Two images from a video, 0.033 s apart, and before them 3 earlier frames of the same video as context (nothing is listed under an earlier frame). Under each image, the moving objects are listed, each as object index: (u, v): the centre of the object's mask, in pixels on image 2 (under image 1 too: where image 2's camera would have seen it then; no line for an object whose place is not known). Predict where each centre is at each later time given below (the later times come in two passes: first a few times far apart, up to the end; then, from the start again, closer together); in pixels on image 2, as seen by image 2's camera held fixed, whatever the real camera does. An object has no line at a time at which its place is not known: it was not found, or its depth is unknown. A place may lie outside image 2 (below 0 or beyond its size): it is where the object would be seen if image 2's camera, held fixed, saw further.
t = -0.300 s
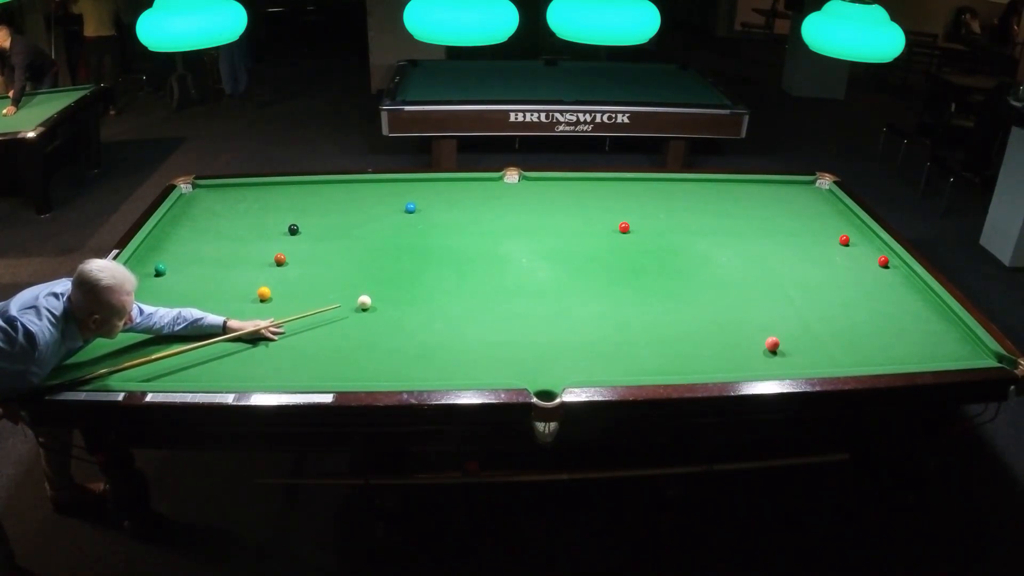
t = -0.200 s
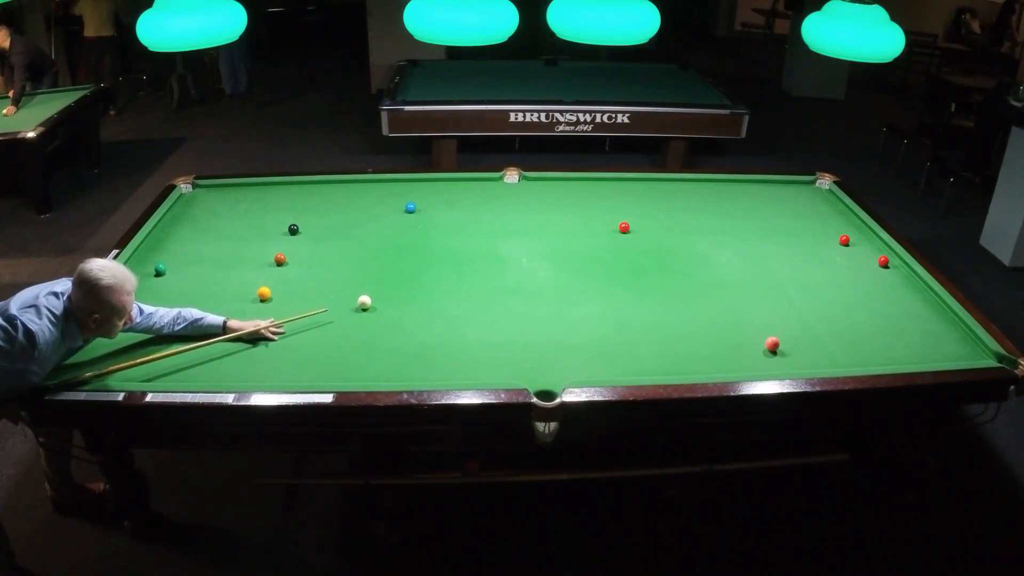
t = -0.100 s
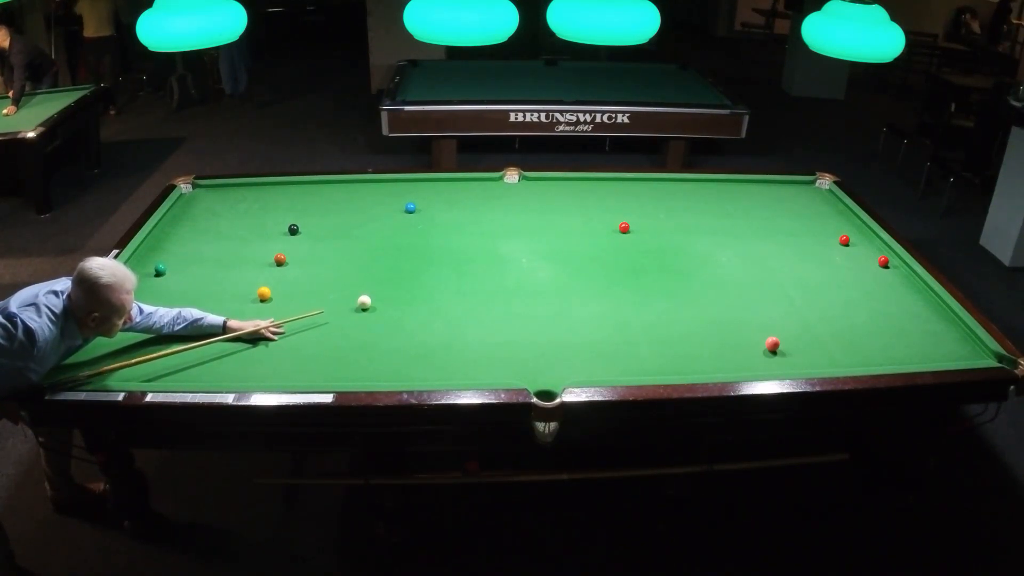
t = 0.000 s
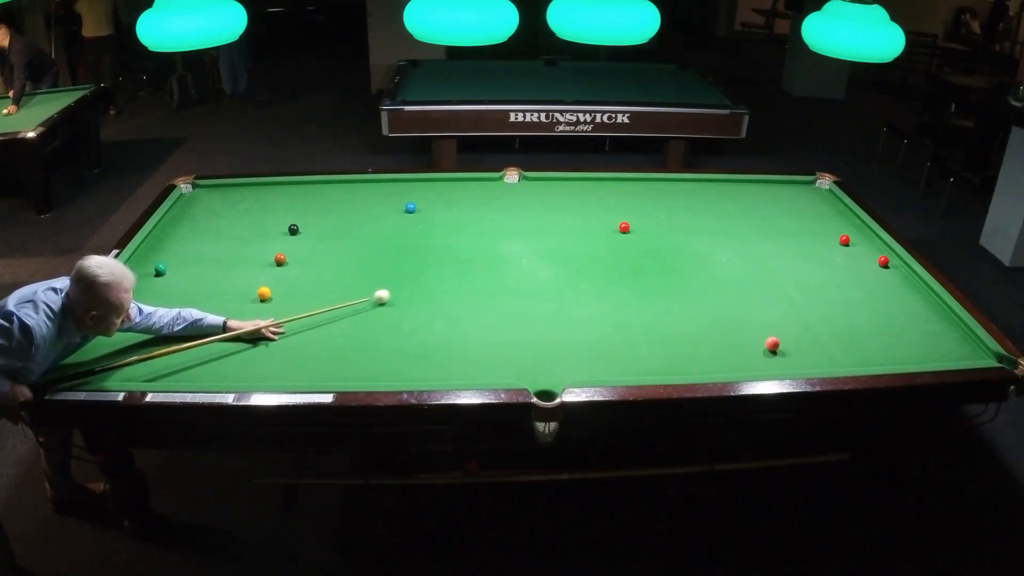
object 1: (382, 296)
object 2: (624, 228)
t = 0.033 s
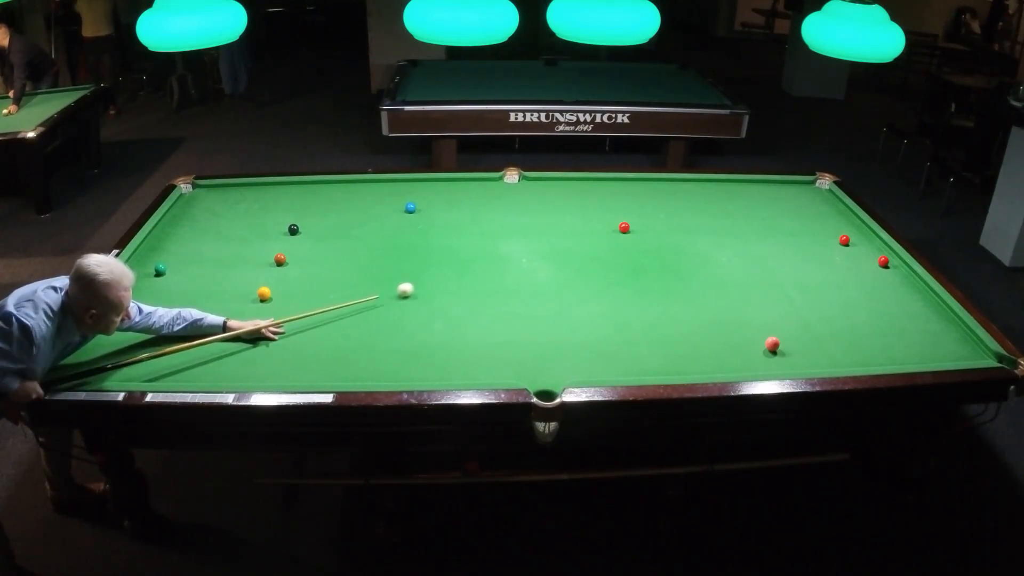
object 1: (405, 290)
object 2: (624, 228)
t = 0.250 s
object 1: (532, 253)
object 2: (624, 228)
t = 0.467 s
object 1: (613, 227)
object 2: (644, 224)
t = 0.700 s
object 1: (626, 215)
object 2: (719, 210)
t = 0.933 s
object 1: (644, 204)
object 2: (777, 199)
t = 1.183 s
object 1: (660, 192)
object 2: (825, 190)
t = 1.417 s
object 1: (674, 183)
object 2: (772, 182)
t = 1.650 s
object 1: (689, 184)
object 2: (736, 184)
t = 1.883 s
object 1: (705, 191)
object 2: (700, 186)
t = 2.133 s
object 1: (721, 200)
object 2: (663, 188)
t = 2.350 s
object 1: (735, 207)
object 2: (630, 190)
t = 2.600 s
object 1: (750, 216)
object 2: (592, 191)
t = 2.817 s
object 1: (763, 224)
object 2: (559, 193)
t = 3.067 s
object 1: (778, 232)
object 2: (522, 194)
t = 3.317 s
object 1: (792, 241)
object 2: (485, 196)
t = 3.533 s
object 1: (805, 248)
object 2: (455, 197)
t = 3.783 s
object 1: (818, 255)
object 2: (421, 198)
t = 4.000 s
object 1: (829, 262)
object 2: (392, 200)
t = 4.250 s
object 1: (841, 269)
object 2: (361, 201)
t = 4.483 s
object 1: (852, 275)
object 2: (334, 202)
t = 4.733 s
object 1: (862, 281)
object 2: (306, 204)
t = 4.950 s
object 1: (871, 286)
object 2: (283, 205)
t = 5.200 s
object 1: (880, 292)
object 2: (258, 206)
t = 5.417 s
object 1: (887, 296)
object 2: (237, 207)
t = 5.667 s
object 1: (895, 300)
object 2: (215, 209)
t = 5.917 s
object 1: (901, 303)
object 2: (194, 210)
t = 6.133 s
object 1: (905, 305)
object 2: (178, 211)
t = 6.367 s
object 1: (909, 307)
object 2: (175, 211)
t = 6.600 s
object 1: (912, 308)
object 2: (187, 211)
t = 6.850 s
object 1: (914, 310)
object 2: (199, 211)
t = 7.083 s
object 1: (915, 310)
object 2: (208, 211)
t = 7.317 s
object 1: (916, 310)
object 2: (217, 211)
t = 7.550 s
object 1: (916, 310)
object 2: (225, 211)
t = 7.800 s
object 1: (916, 310)
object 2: (232, 211)
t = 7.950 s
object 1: (916, 310)
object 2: (236, 211)
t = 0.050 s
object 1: (416, 287)
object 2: (624, 228)
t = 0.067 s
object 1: (427, 284)
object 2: (624, 228)
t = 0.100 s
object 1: (448, 277)
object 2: (624, 228)
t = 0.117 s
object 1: (458, 274)
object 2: (624, 228)
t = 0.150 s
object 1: (477, 269)
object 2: (624, 228)
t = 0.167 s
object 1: (487, 266)
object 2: (624, 228)
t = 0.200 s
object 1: (505, 260)
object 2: (624, 228)
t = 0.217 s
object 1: (514, 258)
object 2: (624, 228)
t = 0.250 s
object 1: (532, 253)
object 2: (624, 228)
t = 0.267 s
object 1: (540, 250)
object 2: (624, 228)
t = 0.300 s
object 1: (557, 245)
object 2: (624, 228)
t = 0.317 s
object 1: (566, 243)
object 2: (624, 228)
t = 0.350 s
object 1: (582, 238)
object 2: (624, 228)
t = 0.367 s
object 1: (590, 236)
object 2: (624, 228)
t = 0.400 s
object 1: (605, 232)
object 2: (624, 227)
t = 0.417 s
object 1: (612, 229)
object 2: (624, 227)
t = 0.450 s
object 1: (613, 228)
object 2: (637, 225)
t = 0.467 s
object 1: (613, 227)
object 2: (644, 224)
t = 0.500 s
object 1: (613, 226)
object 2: (657, 221)
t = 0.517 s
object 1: (614, 225)
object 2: (664, 220)
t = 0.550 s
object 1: (615, 224)
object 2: (675, 218)
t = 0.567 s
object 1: (616, 223)
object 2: (681, 217)
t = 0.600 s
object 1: (618, 221)
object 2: (692, 215)
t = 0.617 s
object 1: (619, 220)
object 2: (697, 214)
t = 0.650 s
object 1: (622, 218)
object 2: (706, 212)
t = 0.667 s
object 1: (624, 217)
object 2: (711, 211)
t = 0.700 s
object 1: (626, 215)
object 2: (719, 210)
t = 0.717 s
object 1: (627, 214)
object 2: (724, 209)
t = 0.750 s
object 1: (630, 213)
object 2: (732, 207)
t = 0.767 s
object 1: (631, 212)
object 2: (737, 206)
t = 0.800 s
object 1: (634, 210)
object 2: (745, 205)
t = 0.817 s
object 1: (635, 209)
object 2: (749, 204)
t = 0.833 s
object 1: (637, 208)
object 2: (753, 204)
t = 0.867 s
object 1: (639, 207)
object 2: (761, 202)
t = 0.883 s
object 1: (640, 206)
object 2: (765, 201)
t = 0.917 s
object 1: (642, 204)
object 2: (773, 200)
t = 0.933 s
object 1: (644, 204)
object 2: (777, 199)
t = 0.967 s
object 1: (646, 202)
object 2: (784, 198)
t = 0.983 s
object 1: (647, 201)
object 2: (788, 197)
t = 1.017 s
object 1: (650, 200)
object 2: (796, 196)
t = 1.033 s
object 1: (651, 199)
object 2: (799, 195)
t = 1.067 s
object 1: (653, 197)
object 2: (806, 194)
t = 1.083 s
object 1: (654, 196)
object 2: (810, 193)
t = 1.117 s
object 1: (656, 195)
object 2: (816, 192)
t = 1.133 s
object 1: (657, 194)
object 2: (820, 192)
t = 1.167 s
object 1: (659, 193)
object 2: (826, 190)
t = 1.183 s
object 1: (660, 192)
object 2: (825, 190)
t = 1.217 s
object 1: (662, 191)
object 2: (817, 188)
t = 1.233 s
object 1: (664, 190)
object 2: (813, 188)
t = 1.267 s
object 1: (665, 189)
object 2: (806, 187)
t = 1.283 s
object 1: (666, 188)
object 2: (802, 186)
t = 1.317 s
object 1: (668, 186)
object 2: (795, 185)
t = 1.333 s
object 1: (669, 186)
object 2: (791, 185)
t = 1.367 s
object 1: (671, 185)
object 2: (784, 184)
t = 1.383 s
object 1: (672, 184)
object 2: (780, 183)
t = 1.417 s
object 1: (674, 183)
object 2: (772, 182)
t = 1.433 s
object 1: (675, 182)
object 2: (769, 182)
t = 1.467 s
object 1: (677, 181)
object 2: (764, 182)
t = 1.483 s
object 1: (678, 180)
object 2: (761, 182)
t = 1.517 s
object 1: (680, 180)
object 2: (756, 182)
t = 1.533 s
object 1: (681, 181)
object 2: (754, 183)
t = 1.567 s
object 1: (683, 182)
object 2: (749, 183)
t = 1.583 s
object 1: (684, 182)
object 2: (746, 183)
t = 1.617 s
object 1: (687, 183)
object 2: (741, 184)
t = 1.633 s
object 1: (688, 184)
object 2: (739, 184)
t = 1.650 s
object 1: (689, 184)
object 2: (736, 184)
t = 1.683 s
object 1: (691, 185)
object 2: (731, 184)
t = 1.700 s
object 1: (693, 185)
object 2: (729, 185)
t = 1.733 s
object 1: (695, 186)
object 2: (723, 185)
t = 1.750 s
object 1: (696, 187)
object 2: (721, 185)
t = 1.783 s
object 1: (698, 188)
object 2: (716, 186)
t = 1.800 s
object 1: (699, 188)
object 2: (714, 186)
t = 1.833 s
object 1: (701, 189)
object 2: (710, 186)
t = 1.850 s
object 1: (702, 190)
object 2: (708, 185)
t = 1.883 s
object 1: (705, 191)
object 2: (700, 186)
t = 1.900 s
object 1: (706, 192)
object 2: (698, 187)
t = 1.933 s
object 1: (708, 193)
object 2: (693, 187)
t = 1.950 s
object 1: (709, 193)
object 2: (691, 187)
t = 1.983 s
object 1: (711, 195)
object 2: (686, 187)
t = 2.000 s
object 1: (712, 195)
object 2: (683, 188)
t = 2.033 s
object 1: (715, 196)
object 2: (679, 188)
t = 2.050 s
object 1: (716, 197)
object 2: (676, 188)
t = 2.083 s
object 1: (718, 198)
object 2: (671, 188)
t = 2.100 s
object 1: (719, 199)
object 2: (668, 188)
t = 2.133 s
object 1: (721, 200)
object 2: (663, 188)
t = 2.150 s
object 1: (722, 201)
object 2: (660, 188)
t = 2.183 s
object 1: (724, 202)
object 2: (655, 189)
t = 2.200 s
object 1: (725, 202)
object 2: (653, 189)
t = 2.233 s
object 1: (728, 203)
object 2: (648, 189)
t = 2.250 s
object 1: (729, 204)
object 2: (645, 189)
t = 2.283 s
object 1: (731, 205)
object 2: (640, 189)
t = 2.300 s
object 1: (732, 206)
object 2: (638, 189)
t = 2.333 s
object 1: (734, 207)
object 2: (632, 190)
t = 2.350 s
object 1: (735, 207)
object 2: (630, 190)
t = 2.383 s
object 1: (737, 209)
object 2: (625, 190)
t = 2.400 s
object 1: (738, 209)
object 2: (623, 190)
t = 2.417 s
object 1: (739, 210)
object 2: (620, 190)
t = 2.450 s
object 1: (741, 211)
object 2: (615, 190)
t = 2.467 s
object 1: (742, 212)
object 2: (612, 190)
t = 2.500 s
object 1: (744, 213)
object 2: (607, 191)
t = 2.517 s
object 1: (745, 213)
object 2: (604, 191)
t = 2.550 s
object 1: (747, 214)
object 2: (600, 191)
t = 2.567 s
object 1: (748, 215)
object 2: (597, 191)
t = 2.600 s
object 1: (750, 216)
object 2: (592, 191)
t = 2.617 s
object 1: (752, 217)
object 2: (589, 191)
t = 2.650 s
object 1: (753, 218)
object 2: (584, 191)
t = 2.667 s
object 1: (754, 219)
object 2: (582, 192)
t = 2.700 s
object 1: (756, 220)
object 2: (577, 192)
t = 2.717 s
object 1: (757, 220)
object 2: (574, 192)
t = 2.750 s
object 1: (759, 221)
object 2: (569, 192)
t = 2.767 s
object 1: (760, 222)
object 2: (567, 192)
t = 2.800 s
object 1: (762, 223)
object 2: (562, 192)
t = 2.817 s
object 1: (763, 224)
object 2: (559, 193)
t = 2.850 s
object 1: (765, 225)
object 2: (554, 193)
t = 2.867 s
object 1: (766, 226)
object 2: (552, 193)
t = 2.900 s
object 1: (769, 227)
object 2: (547, 193)
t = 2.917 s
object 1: (769, 228)
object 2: (544, 193)
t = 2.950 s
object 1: (771, 229)
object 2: (539, 193)
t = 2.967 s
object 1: (772, 229)
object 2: (537, 193)
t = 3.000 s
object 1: (774, 230)
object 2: (531, 194)
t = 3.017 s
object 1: (775, 230)
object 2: (529, 194)
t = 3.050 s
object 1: (777, 231)
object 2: (524, 194)
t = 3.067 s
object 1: (778, 232)
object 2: (522, 194)
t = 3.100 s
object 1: (780, 233)
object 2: (517, 194)
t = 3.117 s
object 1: (781, 234)
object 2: (514, 194)
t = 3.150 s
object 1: (783, 235)
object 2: (510, 194)
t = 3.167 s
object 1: (784, 236)
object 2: (507, 194)
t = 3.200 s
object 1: (786, 237)
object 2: (503, 195)
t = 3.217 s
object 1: (787, 237)
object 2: (500, 195)
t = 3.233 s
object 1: (788, 238)
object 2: (497, 195)
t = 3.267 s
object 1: (790, 239)
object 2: (492, 195)
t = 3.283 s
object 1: (791, 240)
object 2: (491, 195)
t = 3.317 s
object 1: (792, 241)
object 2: (485, 196)
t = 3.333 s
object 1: (793, 241)
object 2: (483, 196)
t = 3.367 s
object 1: (795, 242)
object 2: (478, 196)
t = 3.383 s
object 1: (796, 243)
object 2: (476, 196)
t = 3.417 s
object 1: (798, 244)
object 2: (471, 196)
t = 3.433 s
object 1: (799, 245)
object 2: (469, 196)
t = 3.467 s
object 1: (801, 246)
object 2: (464, 196)
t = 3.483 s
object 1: (802, 246)
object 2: (462, 196)
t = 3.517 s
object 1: (804, 247)
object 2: (457, 197)
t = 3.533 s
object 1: (805, 248)
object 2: (455, 197)
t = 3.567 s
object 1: (806, 249)
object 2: (450, 197)
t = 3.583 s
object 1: (807, 249)
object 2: (448, 197)
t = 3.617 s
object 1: (809, 250)
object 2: (443, 197)
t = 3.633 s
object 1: (810, 251)
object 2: (441, 197)
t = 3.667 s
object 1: (812, 252)
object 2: (436, 198)
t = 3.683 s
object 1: (813, 253)
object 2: (434, 198)
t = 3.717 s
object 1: (814, 254)
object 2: (430, 198)
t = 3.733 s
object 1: (815, 254)
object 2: (427, 198)
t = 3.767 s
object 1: (817, 255)
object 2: (423, 198)
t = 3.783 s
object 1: (818, 255)
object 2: (421, 198)
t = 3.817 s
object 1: (820, 256)
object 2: (416, 198)
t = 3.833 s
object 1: (821, 257)
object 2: (414, 198)
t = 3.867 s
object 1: (822, 258)
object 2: (410, 198)
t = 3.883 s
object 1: (823, 258)
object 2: (407, 199)
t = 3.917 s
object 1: (825, 260)
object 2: (403, 199)
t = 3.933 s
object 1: (826, 260)
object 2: (401, 199)
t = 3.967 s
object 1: (827, 261)
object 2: (396, 199)
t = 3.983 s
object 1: (828, 261)
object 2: (394, 199)
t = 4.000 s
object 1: (829, 262)
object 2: (392, 200)
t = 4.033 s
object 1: (831, 263)
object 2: (388, 200)
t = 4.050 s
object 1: (832, 263)
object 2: (386, 200)
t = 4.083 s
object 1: (833, 264)
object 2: (382, 200)
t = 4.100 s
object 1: (834, 264)
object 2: (379, 200)
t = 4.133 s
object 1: (835, 266)
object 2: (375, 200)
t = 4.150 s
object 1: (836, 266)
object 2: (373, 200)
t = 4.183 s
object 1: (838, 267)
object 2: (369, 201)
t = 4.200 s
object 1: (839, 268)
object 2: (367, 201)
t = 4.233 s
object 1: (840, 269)
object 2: (363, 201)
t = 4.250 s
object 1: (841, 269)
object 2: (361, 201)
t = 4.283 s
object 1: (843, 270)
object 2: (357, 201)
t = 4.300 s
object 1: (843, 270)
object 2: (356, 201)
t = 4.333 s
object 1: (845, 271)
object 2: (352, 201)
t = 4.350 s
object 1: (845, 271)
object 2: (350, 202)
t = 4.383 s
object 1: (847, 272)
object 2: (346, 202)
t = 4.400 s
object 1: (848, 273)
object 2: (344, 202)
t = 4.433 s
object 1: (849, 274)
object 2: (340, 202)
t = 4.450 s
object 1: (850, 274)
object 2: (338, 202)
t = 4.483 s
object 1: (852, 275)
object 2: (334, 202)
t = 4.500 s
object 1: (852, 275)
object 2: (332, 202)
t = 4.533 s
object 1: (854, 276)
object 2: (328, 203)
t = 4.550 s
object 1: (854, 277)
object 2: (327, 203)
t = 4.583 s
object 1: (856, 278)
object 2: (323, 203)
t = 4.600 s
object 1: (857, 278)
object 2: (321, 203)
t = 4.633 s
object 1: (858, 279)
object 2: (317, 203)
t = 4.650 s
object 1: (859, 279)
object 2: (315, 203)
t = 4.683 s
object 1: (860, 280)
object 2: (311, 204)
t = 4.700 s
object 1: (861, 281)
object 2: (310, 204)
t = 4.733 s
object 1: (862, 281)
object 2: (306, 204)
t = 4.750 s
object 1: (863, 281)
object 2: (304, 204)
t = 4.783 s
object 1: (864, 282)
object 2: (301, 204)
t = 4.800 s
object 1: (865, 283)
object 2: (299, 204)
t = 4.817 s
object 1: (866, 283)
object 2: (297, 204)
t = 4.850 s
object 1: (867, 284)
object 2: (293, 204)
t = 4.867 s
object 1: (868, 285)
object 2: (292, 205)
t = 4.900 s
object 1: (869, 285)
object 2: (288, 205)
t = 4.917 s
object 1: (870, 286)
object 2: (286, 205)
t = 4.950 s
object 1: (871, 286)
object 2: (283, 205)
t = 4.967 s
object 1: (872, 287)
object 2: (281, 205)
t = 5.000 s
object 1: (873, 288)
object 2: (278, 205)
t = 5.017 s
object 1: (873, 288)
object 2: (276, 205)
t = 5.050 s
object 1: (875, 288)
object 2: (273, 206)
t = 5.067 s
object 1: (875, 289)
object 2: (271, 206)
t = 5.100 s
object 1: (877, 290)
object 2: (268, 206)
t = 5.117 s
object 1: (877, 290)
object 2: (266, 206)
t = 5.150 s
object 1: (878, 290)
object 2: (263, 206)
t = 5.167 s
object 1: (879, 291)
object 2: (261, 206)
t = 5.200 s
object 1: (880, 292)
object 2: (258, 206)
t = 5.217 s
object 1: (881, 292)
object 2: (256, 207)
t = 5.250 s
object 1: (882, 293)
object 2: (253, 207)
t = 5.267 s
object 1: (883, 293)
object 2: (251, 207)
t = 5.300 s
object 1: (884, 294)
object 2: (248, 207)
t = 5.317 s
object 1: (884, 294)
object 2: (247, 207)
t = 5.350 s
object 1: (885, 294)
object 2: (244, 207)
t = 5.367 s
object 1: (886, 295)
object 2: (242, 207)
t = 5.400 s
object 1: (887, 296)
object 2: (239, 208)
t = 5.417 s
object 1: (887, 296)
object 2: (237, 207)
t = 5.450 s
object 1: (888, 296)
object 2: (234, 208)
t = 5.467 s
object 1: (889, 297)
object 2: (233, 208)
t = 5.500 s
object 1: (890, 297)
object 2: (230, 208)
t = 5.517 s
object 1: (890, 297)
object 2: (228, 208)
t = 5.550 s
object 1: (891, 298)
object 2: (225, 208)
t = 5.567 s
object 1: (892, 298)
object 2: (224, 208)
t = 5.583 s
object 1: (892, 298)
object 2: (222, 208)
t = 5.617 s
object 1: (893, 299)
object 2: (219, 209)
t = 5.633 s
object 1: (894, 299)
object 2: (218, 209)
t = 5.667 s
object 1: (895, 300)
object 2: (215, 209)
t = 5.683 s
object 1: (895, 300)
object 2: (214, 209)
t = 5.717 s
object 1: (896, 300)
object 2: (211, 209)
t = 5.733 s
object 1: (896, 301)
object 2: (209, 209)
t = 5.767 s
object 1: (897, 301)
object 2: (207, 209)
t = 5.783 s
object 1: (898, 301)
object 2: (205, 209)
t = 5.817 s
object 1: (898, 302)
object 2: (202, 210)
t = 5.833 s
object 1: (899, 302)
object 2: (201, 210)
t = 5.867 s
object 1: (900, 302)
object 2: (198, 210)
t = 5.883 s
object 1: (900, 303)
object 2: (197, 210)
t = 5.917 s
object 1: (901, 303)
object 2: (194, 210)
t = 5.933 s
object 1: (901, 303)
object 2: (193, 210)
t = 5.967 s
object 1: (902, 304)
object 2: (191, 210)
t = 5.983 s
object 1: (902, 304)
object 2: (189, 210)
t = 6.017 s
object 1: (903, 304)
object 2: (187, 210)
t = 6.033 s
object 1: (903, 304)
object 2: (185, 210)
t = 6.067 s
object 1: (904, 305)
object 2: (183, 211)
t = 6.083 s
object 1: (904, 305)
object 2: (182, 211)
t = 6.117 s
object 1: (905, 305)
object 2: (179, 211)
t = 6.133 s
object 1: (905, 305)
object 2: (178, 211)
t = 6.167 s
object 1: (906, 306)
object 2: (176, 211)
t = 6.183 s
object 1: (906, 306)
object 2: (174, 211)
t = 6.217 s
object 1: (907, 306)
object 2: (172, 211)
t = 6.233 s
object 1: (907, 306)
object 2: (171, 212)
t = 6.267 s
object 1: (908, 306)
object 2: (170, 212)
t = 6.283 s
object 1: (908, 307)
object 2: (171, 212)
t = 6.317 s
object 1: (908, 307)
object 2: (173, 211)
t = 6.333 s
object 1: (909, 307)
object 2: (173, 211)
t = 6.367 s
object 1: (909, 307)
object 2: (175, 211)
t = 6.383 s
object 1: (910, 307)
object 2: (176, 211)
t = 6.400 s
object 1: (910, 307)
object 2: (177, 211)
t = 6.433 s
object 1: (910, 308)
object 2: (179, 212)
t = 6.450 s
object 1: (910, 308)
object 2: (179, 212)
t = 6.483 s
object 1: (911, 308)
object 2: (181, 212)
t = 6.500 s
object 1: (911, 308)
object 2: (182, 211)
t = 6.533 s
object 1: (911, 308)
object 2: (184, 211)
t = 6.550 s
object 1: (911, 308)
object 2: (185, 211)
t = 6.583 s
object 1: (912, 308)
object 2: (186, 211)
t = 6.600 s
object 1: (912, 308)
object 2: (187, 211)
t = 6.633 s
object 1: (912, 309)
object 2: (189, 211)
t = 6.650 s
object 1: (912, 309)
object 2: (189, 211)
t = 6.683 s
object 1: (913, 309)
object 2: (191, 211)
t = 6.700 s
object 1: (913, 309)
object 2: (192, 211)
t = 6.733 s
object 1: (913, 309)
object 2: (193, 211)
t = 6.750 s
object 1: (913, 309)
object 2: (194, 211)
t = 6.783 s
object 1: (914, 309)
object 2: (196, 211)
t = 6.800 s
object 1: (914, 309)
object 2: (196, 211)
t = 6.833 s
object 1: (914, 310)
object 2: (198, 211)
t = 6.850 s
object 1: (914, 310)
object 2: (199, 211)
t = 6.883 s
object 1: (914, 310)
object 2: (200, 211)
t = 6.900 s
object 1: (914, 310)
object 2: (201, 211)
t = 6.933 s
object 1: (915, 310)
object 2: (202, 211)
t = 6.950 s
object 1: (915, 310)
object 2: (203, 211)
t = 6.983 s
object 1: (915, 310)
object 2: (204, 211)
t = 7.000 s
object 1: (915, 310)
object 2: (205, 211)
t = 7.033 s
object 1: (915, 310)
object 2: (206, 211)
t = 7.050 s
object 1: (915, 310)
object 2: (207, 211)
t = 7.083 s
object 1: (915, 310)
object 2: (208, 211)
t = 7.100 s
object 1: (916, 310)
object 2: (209, 211)
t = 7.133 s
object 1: (916, 310)
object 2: (210, 211)
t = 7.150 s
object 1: (916, 310)
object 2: (211, 211)
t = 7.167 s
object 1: (916, 310)
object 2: (212, 211)
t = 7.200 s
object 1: (916, 310)
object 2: (213, 211)
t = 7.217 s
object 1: (916, 310)
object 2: (214, 211)
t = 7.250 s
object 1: (916, 310)
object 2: (215, 211)
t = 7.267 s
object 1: (916, 310)
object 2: (215, 211)
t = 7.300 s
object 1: (916, 310)
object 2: (217, 211)
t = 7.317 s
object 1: (916, 310)
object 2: (217, 211)
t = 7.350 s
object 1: (916, 310)
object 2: (218, 211)
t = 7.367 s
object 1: (916, 310)
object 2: (219, 211)
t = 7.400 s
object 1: (916, 310)
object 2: (220, 211)
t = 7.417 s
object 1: (916, 310)
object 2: (221, 211)
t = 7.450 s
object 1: (916, 310)
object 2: (222, 211)
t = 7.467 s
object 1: (916, 310)
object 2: (222, 211)
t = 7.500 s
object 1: (916, 310)
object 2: (223, 211)
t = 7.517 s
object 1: (916, 310)
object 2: (224, 211)
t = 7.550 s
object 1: (916, 310)
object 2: (225, 211)
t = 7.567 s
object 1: (916, 310)
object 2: (225, 211)
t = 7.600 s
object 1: (916, 310)
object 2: (226, 211)
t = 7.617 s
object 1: (916, 310)
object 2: (227, 211)
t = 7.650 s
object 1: (916, 310)
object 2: (228, 211)
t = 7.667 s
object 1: (916, 310)
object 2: (228, 211)
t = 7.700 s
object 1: (916, 310)
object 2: (229, 211)
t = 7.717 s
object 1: (916, 310)
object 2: (230, 211)
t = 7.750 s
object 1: (916, 310)
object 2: (231, 211)
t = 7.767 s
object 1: (916, 310)
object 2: (231, 211)
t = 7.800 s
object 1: (916, 310)
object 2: (232, 211)
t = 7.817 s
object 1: (916, 310)
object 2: (233, 211)
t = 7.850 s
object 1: (916, 310)
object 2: (234, 211)
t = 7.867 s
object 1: (916, 310)
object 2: (234, 211)
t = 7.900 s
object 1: (916, 310)
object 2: (235, 211)
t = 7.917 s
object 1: (916, 310)
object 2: (235, 211)
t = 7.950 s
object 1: (916, 310)
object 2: (236, 211)
